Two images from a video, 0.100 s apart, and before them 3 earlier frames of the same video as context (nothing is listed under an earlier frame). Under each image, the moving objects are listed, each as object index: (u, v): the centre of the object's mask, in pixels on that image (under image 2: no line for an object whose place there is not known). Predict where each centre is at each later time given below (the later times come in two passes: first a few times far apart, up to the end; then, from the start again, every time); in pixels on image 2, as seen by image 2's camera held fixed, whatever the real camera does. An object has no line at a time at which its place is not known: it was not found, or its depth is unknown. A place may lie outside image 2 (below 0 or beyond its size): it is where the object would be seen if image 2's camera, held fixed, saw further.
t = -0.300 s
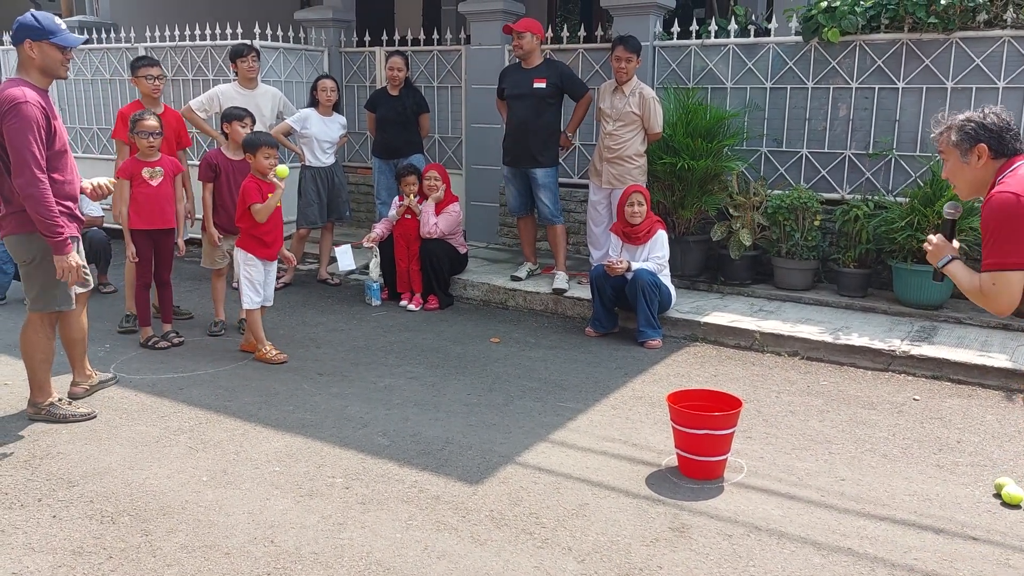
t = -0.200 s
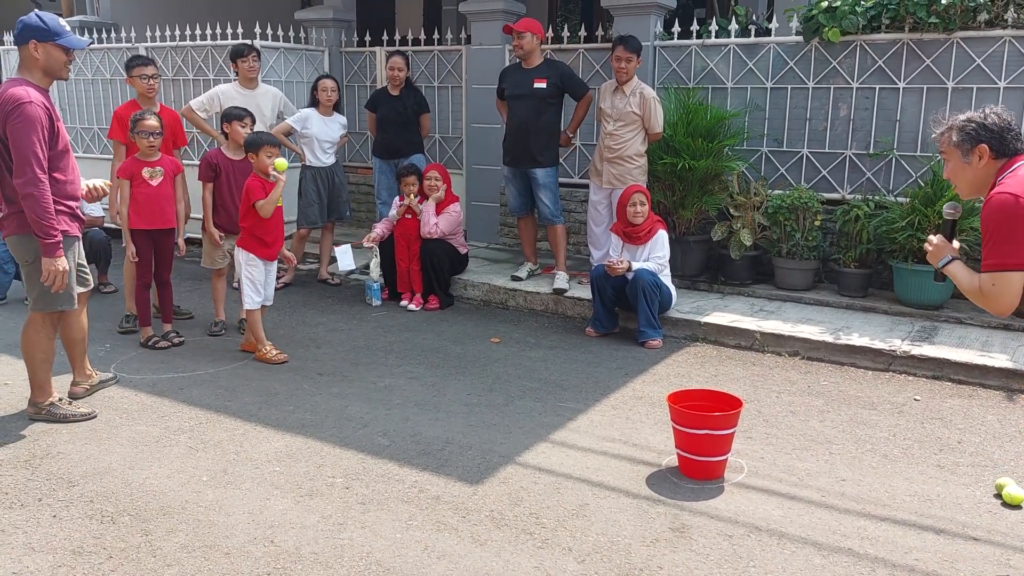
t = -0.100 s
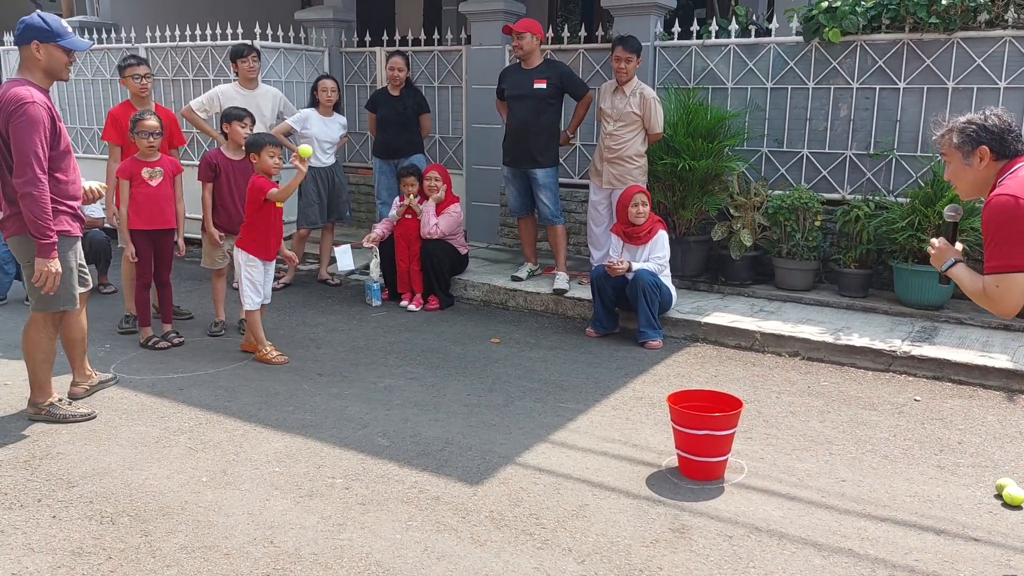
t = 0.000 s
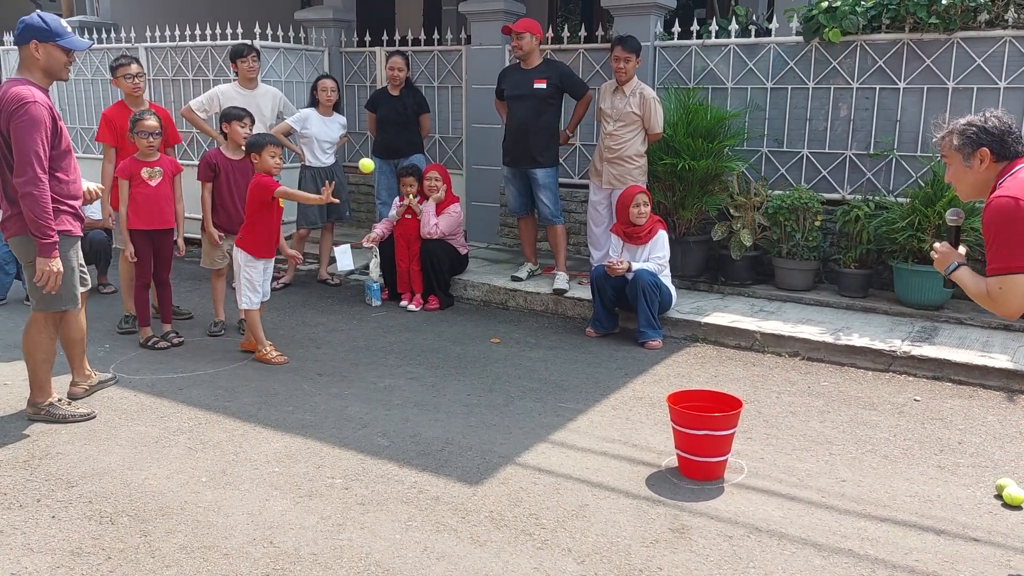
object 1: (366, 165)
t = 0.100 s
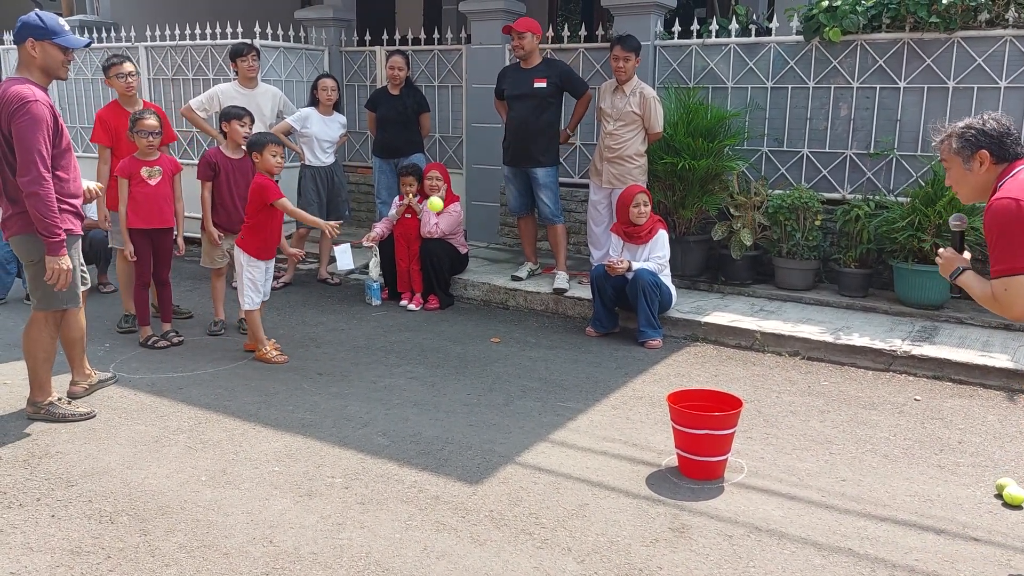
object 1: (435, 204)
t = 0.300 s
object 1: (591, 371)
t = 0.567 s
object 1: (629, 367)
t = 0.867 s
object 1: (547, 429)
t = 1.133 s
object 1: (525, 450)
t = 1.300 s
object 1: (534, 467)
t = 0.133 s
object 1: (459, 223)
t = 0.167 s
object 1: (484, 246)
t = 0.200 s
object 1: (509, 272)
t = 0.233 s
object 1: (536, 301)
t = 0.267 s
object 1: (563, 334)
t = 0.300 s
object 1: (591, 371)
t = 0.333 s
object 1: (620, 411)
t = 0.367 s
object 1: (648, 457)
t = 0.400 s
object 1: (666, 435)
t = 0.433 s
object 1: (659, 416)
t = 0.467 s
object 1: (652, 400)
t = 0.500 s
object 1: (644, 386)
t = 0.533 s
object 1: (637, 376)
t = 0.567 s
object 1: (629, 367)
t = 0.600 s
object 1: (620, 362)
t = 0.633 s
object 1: (612, 359)
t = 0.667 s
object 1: (603, 360)
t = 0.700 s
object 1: (594, 363)
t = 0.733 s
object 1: (585, 370)
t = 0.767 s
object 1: (576, 380)
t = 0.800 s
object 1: (567, 393)
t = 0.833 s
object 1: (557, 409)
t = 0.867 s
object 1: (547, 429)
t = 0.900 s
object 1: (537, 452)
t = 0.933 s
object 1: (527, 478)
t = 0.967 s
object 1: (517, 509)
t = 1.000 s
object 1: (519, 493)
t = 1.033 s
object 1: (520, 478)
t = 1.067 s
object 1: (522, 466)
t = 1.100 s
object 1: (524, 456)
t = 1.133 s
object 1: (525, 450)
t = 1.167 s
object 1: (527, 447)
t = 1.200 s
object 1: (528, 446)
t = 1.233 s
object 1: (530, 450)
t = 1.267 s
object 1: (532, 457)
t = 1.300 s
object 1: (534, 467)
